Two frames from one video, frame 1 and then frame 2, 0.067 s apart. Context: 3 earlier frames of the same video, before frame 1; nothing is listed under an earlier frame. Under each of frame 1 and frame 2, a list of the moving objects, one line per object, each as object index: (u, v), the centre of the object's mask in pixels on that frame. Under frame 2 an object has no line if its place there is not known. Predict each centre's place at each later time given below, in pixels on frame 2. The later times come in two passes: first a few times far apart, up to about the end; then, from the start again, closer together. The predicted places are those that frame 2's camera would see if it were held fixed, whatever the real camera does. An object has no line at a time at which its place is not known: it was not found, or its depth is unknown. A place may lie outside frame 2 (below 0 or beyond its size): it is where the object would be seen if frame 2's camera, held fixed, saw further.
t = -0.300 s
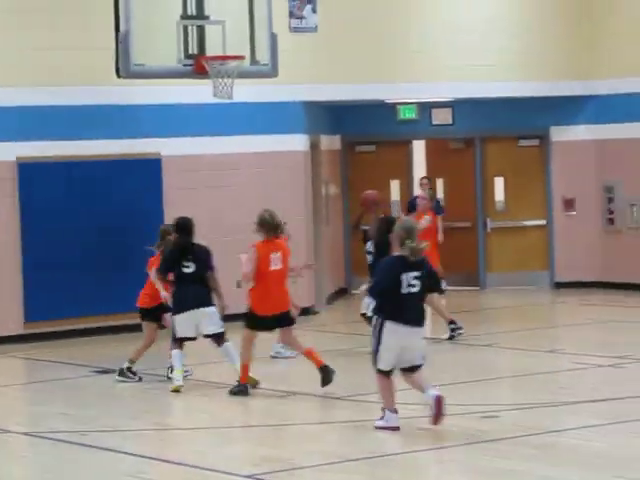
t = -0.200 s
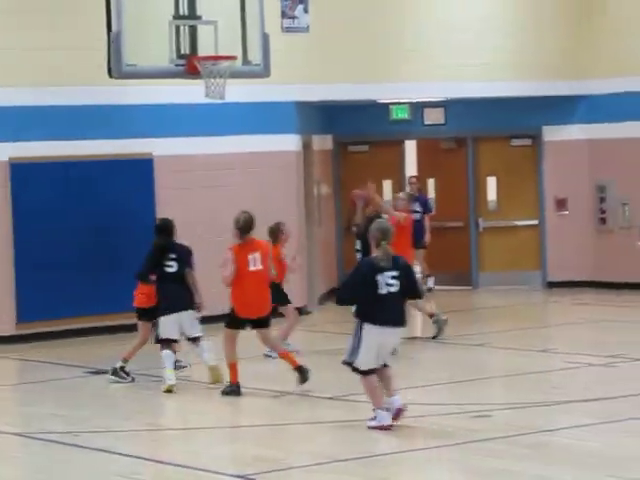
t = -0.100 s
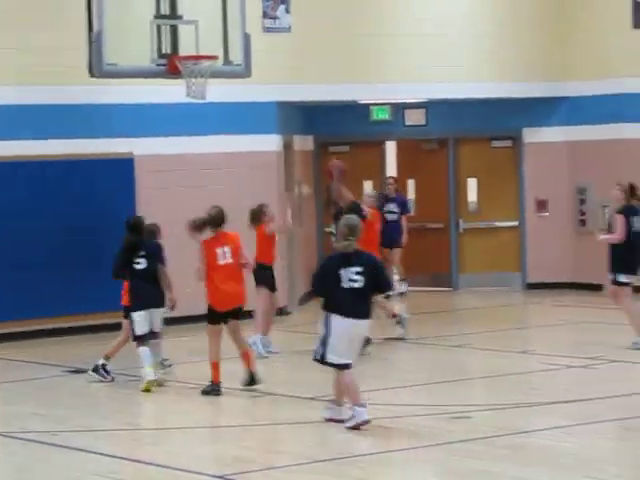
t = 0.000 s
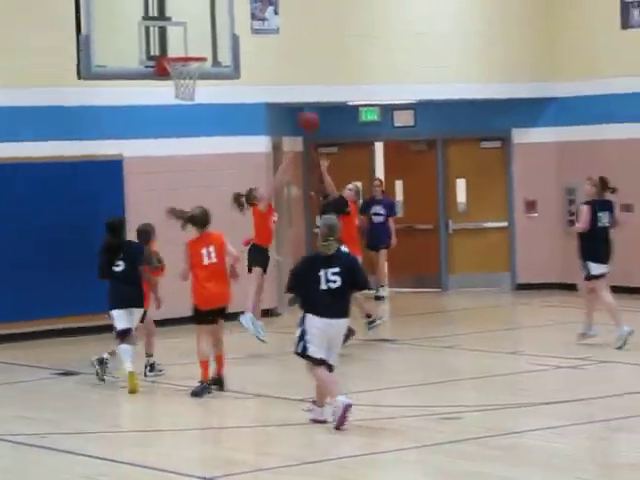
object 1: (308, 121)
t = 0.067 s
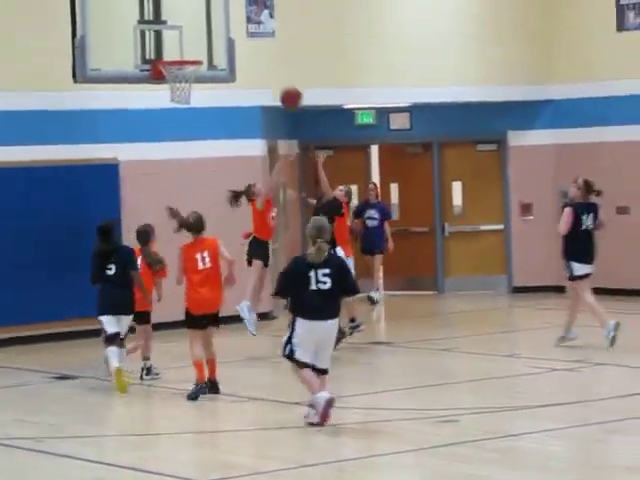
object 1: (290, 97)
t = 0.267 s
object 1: (254, 41)
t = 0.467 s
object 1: (220, 24)
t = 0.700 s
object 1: (184, 50)
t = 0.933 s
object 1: (208, 48)
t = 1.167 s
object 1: (236, 83)
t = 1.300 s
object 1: (254, 123)
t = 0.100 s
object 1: (284, 85)
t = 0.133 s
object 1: (277, 73)
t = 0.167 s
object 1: (271, 63)
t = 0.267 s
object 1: (254, 41)
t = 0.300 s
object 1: (248, 35)
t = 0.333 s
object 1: (243, 31)
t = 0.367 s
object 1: (237, 28)
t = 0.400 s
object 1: (231, 25)
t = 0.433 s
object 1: (225, 24)
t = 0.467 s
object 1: (220, 24)
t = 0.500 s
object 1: (215, 24)
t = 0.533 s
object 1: (210, 26)
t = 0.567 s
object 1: (204, 29)
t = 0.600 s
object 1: (198, 33)
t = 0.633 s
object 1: (194, 38)
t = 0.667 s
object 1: (188, 44)
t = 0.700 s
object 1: (184, 50)
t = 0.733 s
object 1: (185, 53)
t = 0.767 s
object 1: (188, 52)
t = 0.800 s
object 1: (192, 49)
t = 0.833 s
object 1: (197, 47)
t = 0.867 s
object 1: (200, 47)
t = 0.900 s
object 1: (204, 47)
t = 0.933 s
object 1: (208, 48)
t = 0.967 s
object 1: (212, 50)
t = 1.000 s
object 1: (216, 53)
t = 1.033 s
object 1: (218, 57)
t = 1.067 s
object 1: (224, 62)
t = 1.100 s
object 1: (228, 69)
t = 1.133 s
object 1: (233, 75)
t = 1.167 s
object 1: (236, 83)
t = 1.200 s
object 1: (241, 91)
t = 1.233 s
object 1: (245, 101)
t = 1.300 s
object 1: (254, 123)
